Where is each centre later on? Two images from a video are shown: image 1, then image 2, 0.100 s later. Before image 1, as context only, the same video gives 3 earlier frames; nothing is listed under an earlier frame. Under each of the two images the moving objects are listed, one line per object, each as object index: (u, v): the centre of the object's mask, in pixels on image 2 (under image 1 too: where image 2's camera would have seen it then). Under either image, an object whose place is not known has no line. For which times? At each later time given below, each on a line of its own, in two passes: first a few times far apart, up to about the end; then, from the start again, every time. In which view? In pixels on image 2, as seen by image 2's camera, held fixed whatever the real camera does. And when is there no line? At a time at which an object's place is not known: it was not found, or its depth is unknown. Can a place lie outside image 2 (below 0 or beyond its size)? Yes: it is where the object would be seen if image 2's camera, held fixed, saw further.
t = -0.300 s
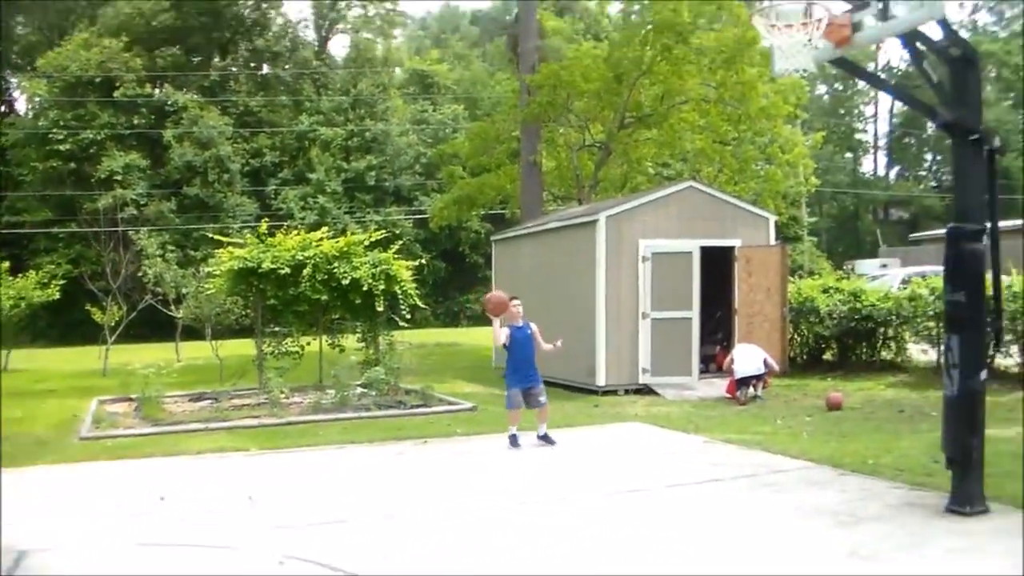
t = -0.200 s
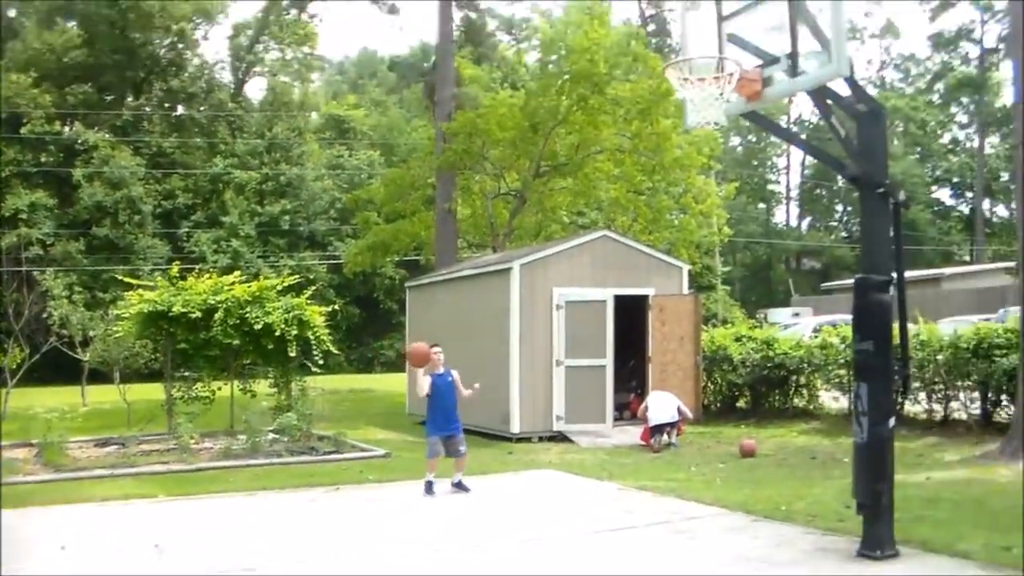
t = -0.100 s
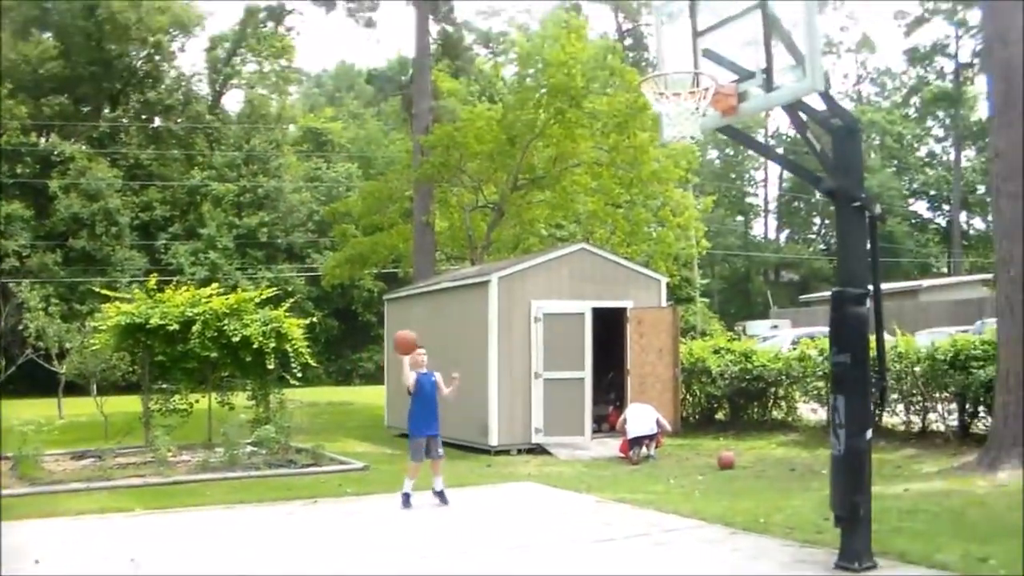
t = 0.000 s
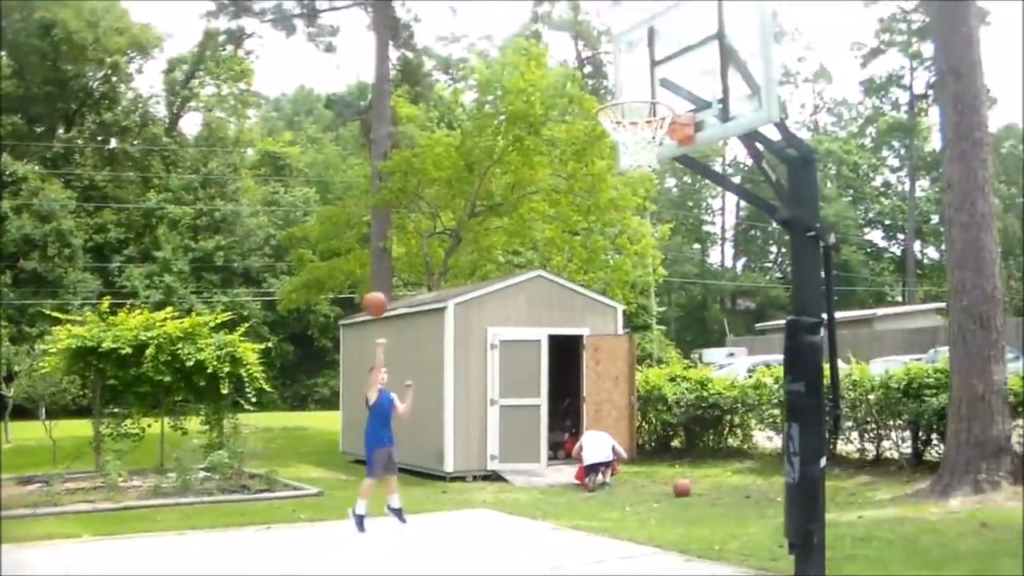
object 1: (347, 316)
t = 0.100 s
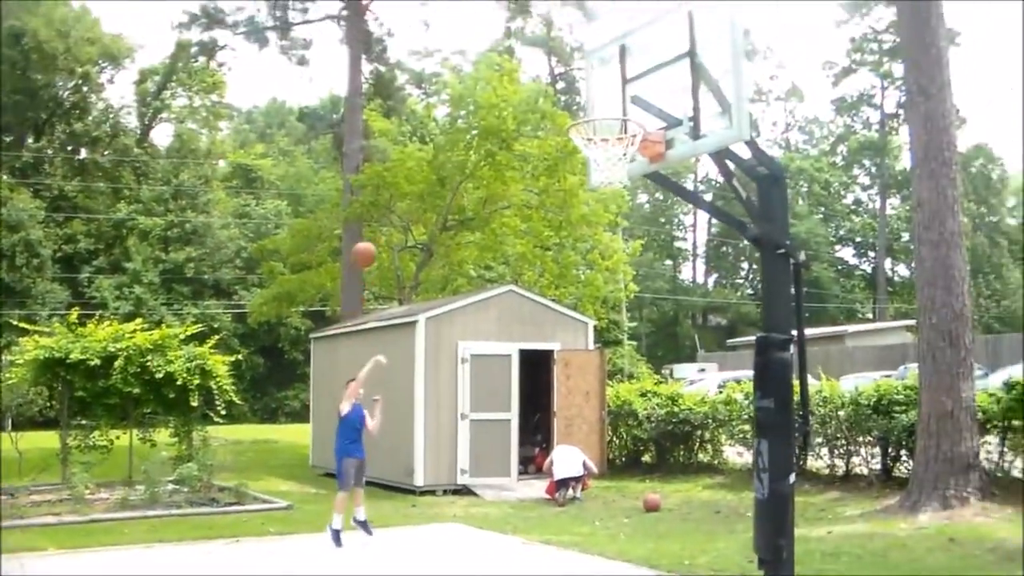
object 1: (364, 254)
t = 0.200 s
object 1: (382, 200)
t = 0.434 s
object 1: (426, 106)
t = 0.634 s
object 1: (469, 68)
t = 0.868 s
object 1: (530, 78)
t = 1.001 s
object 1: (570, 120)
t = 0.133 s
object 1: (369, 235)
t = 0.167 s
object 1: (375, 217)
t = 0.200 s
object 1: (382, 200)
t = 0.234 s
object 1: (388, 183)
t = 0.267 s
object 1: (394, 168)
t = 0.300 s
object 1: (401, 154)
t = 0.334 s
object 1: (407, 140)
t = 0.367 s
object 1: (413, 129)
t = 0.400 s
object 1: (420, 117)
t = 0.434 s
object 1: (426, 106)
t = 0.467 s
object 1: (433, 98)
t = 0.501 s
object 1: (441, 90)
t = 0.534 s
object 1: (447, 83)
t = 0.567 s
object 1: (455, 75)
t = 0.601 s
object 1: (462, 72)
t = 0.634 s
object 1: (469, 68)
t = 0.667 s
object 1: (477, 65)
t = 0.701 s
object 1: (485, 63)
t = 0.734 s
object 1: (494, 63)
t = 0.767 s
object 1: (501, 65)
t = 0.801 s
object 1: (510, 69)
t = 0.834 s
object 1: (521, 73)
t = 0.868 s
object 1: (530, 78)
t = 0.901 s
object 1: (540, 88)
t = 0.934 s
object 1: (549, 96)
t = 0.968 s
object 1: (558, 107)
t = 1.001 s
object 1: (570, 120)
